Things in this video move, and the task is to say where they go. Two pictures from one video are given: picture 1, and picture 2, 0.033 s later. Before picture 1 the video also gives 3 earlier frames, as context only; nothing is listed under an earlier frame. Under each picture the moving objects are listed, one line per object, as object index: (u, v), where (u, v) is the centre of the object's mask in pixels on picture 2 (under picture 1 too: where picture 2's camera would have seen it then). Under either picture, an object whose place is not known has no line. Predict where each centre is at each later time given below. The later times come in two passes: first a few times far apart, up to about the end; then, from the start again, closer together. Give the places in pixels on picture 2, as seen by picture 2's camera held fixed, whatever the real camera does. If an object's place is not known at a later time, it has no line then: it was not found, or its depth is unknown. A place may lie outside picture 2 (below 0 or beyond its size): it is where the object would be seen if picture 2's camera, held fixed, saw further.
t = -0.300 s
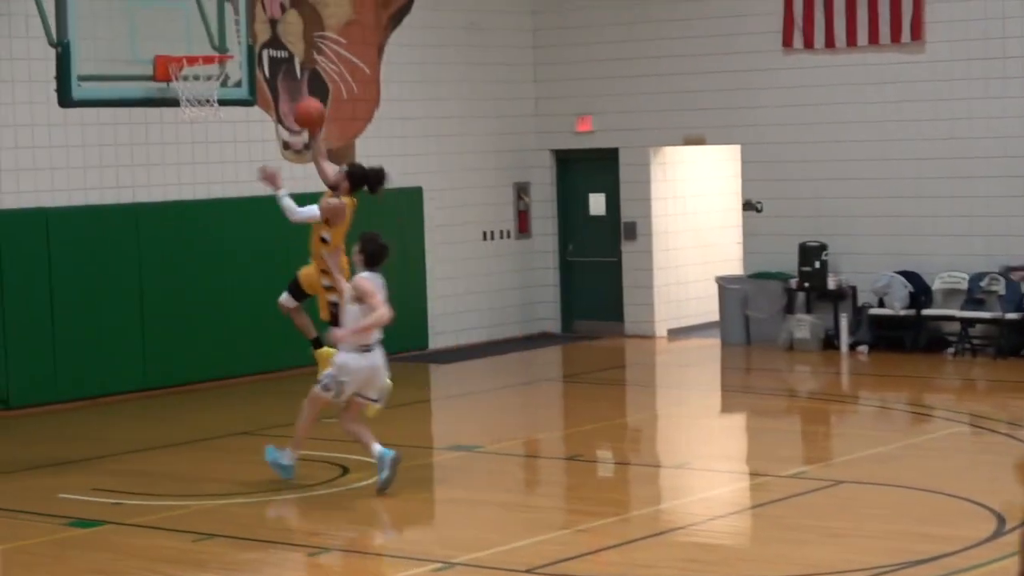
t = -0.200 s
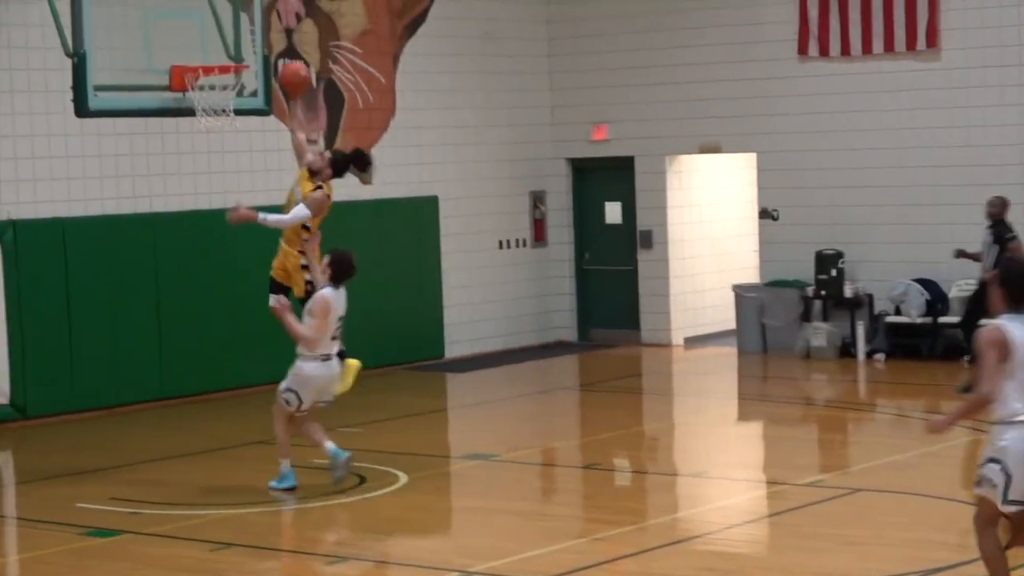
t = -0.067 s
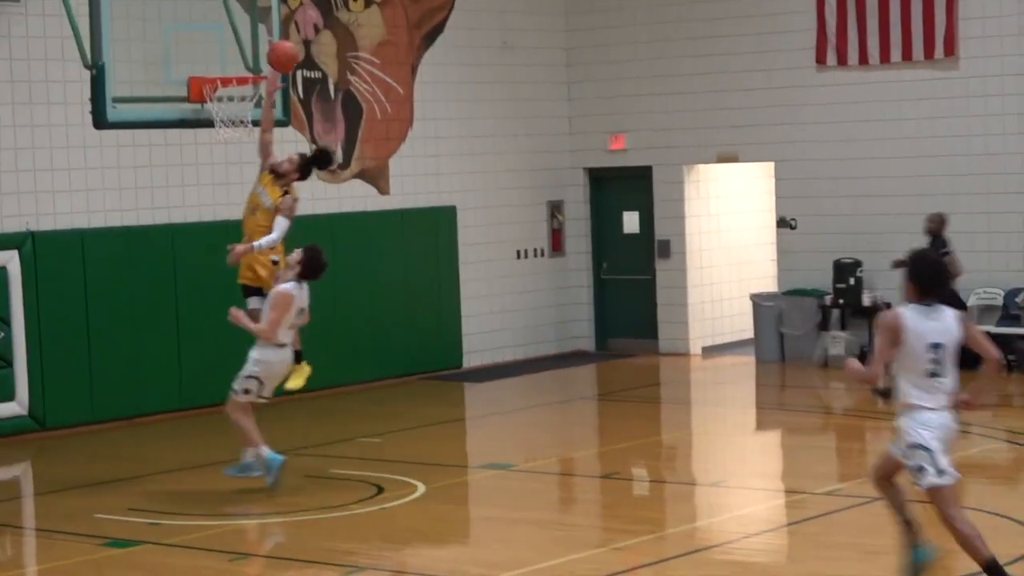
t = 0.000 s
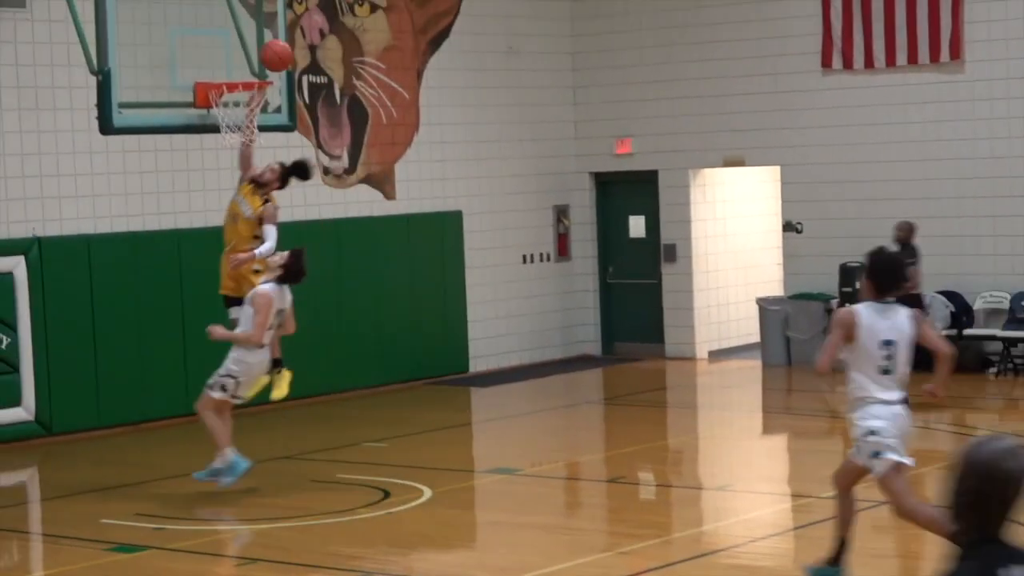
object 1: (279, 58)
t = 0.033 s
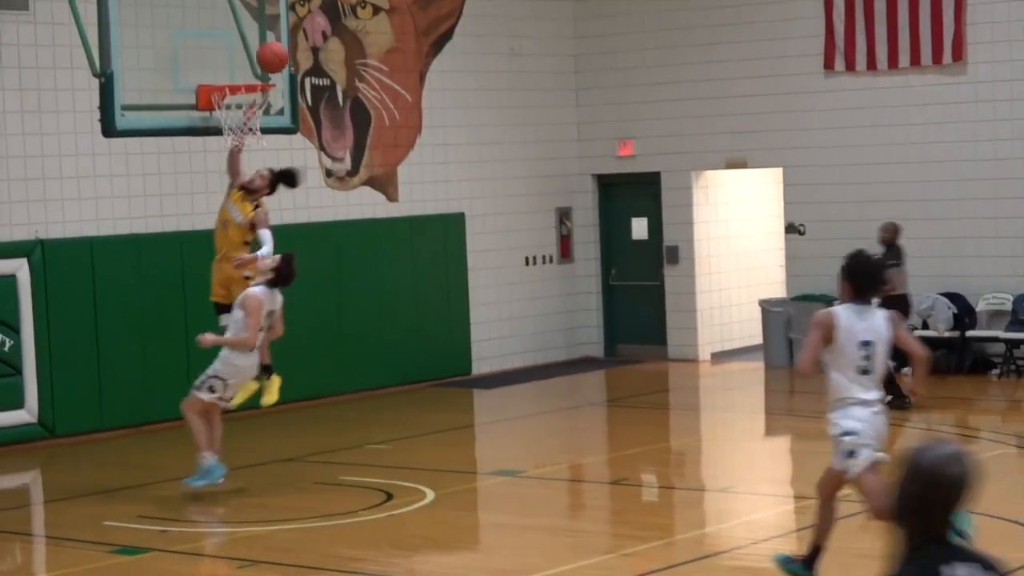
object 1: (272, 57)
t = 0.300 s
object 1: (226, 104)
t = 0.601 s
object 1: (234, 191)
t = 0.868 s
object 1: (254, 362)
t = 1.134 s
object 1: (273, 412)
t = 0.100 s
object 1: (260, 60)
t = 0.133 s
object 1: (254, 63)
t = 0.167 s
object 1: (248, 68)
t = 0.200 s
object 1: (242, 72)
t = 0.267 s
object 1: (230, 94)
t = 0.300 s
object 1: (226, 104)
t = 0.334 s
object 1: (225, 114)
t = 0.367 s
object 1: (222, 120)
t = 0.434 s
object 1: (224, 133)
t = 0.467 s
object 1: (226, 146)
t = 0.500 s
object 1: (228, 153)
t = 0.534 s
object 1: (230, 163)
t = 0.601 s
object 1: (234, 191)
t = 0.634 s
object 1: (236, 206)
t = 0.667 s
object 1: (239, 226)
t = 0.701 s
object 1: (241, 244)
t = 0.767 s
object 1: (246, 287)
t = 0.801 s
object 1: (248, 311)
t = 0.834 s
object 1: (251, 336)
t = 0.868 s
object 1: (254, 362)
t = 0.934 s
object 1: (258, 418)
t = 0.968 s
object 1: (260, 449)
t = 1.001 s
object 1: (263, 482)
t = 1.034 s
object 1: (265, 478)
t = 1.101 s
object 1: (271, 432)
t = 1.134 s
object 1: (273, 412)
